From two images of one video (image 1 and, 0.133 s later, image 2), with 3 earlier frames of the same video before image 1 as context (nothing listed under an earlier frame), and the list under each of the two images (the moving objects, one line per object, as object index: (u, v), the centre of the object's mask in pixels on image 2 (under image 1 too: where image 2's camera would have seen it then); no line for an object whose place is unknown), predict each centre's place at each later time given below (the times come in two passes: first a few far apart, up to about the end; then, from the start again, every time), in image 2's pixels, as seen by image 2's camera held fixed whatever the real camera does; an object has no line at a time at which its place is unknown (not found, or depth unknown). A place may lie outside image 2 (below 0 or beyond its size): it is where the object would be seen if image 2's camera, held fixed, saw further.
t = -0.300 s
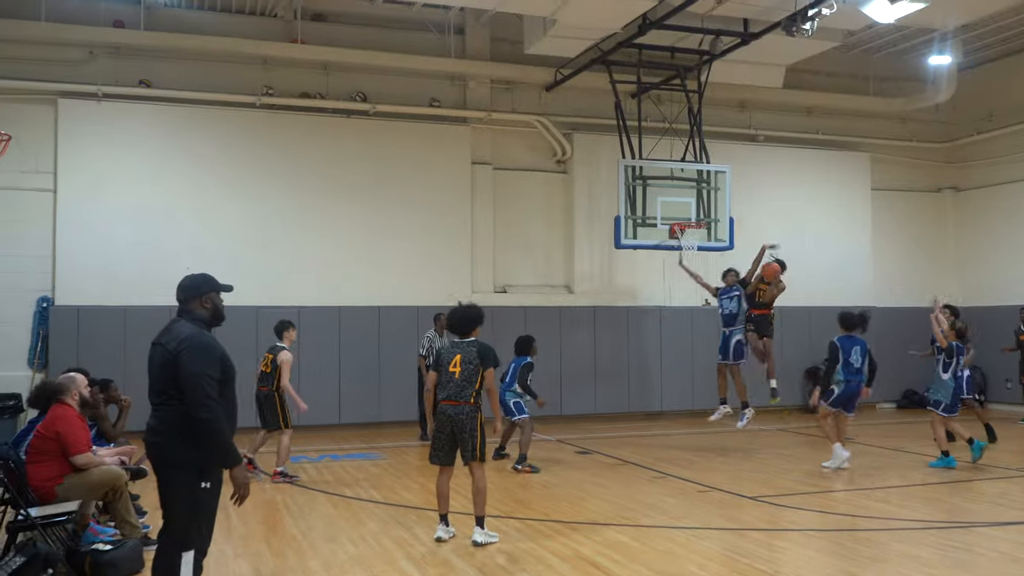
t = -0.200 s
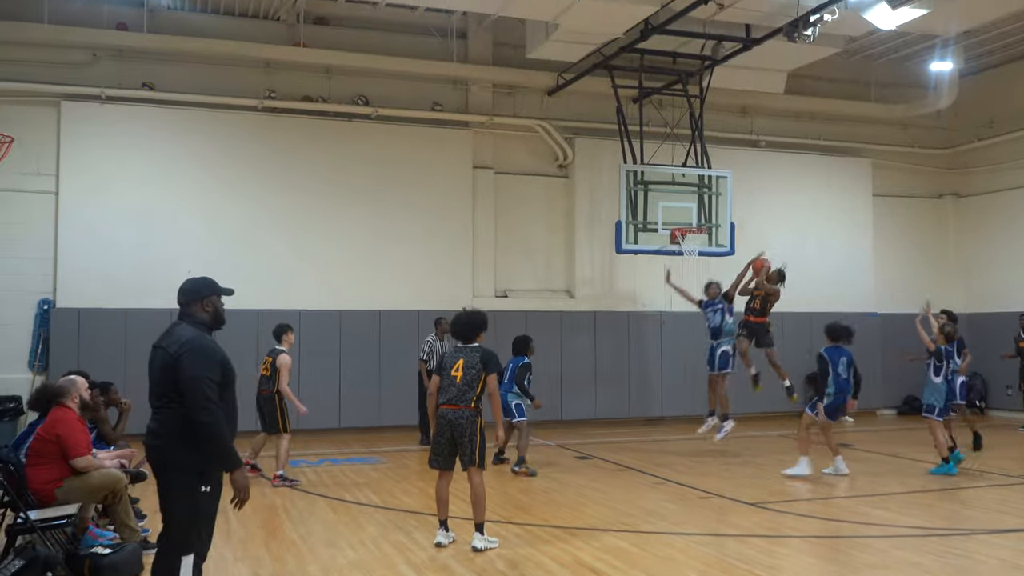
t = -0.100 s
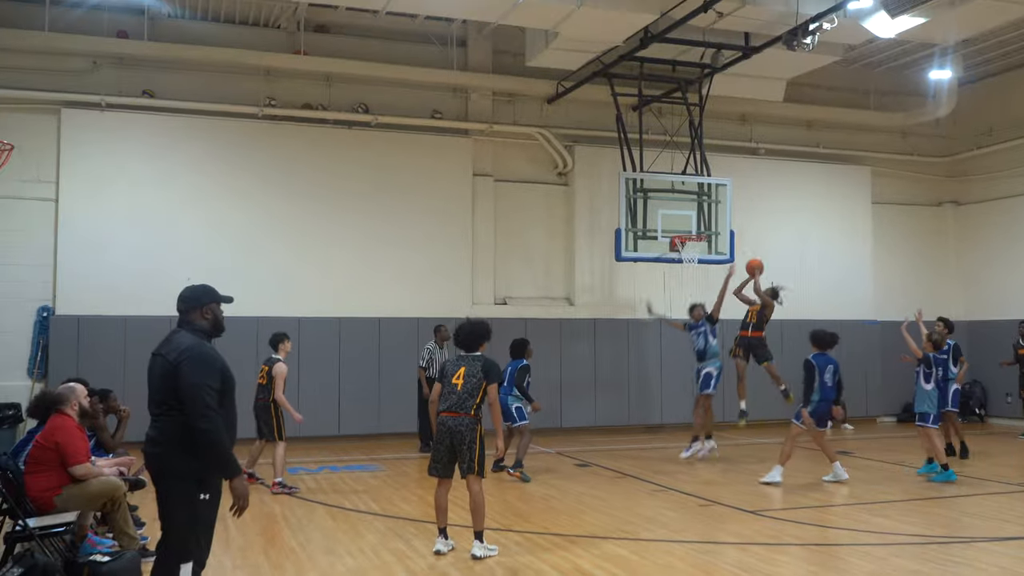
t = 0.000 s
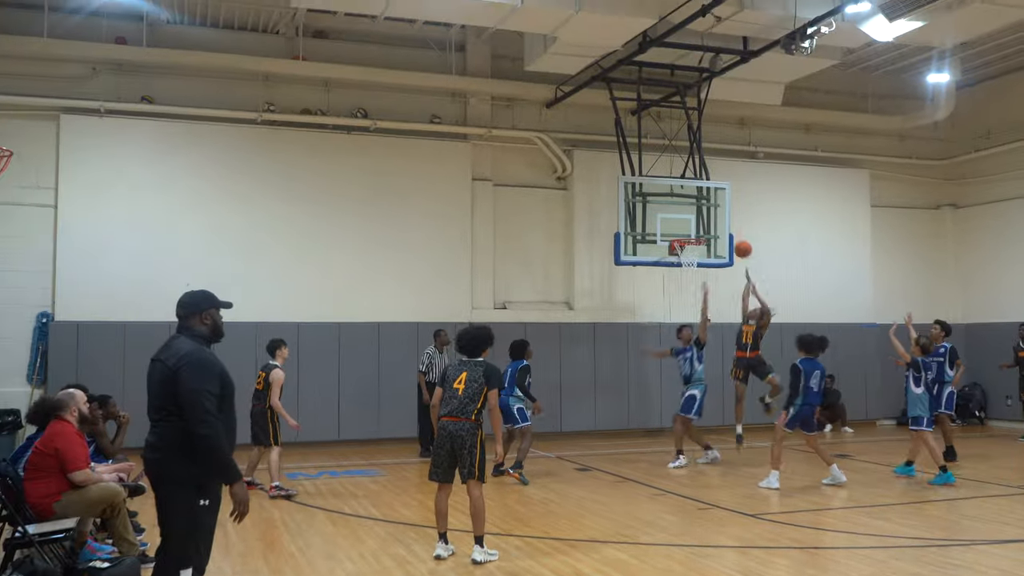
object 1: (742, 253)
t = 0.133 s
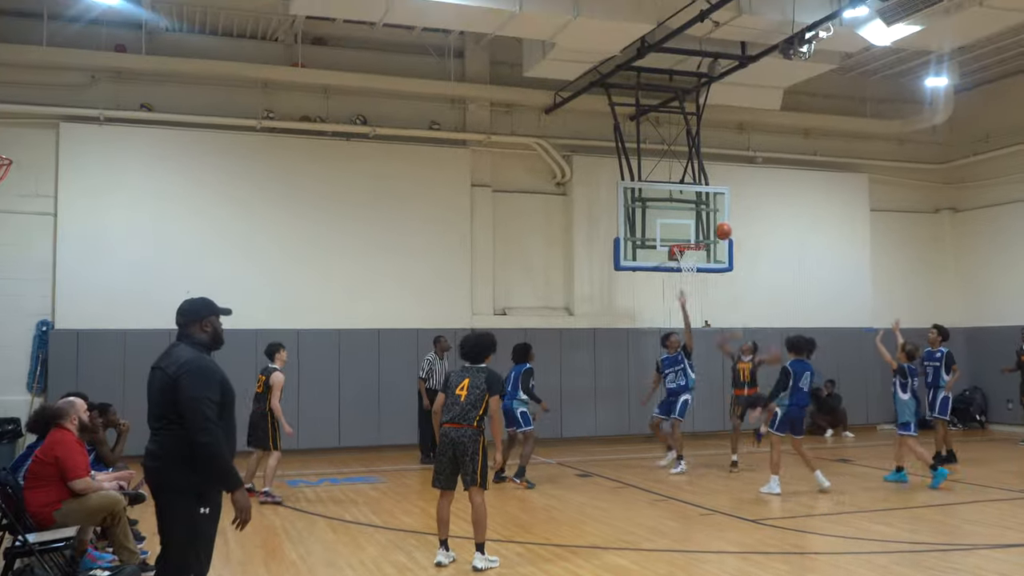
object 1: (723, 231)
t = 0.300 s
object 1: (700, 221)
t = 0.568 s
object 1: (690, 236)
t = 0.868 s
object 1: (682, 279)
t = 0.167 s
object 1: (718, 227)
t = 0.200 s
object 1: (714, 225)
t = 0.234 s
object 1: (709, 223)
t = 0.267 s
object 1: (704, 222)
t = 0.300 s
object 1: (700, 221)
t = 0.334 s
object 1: (696, 222)
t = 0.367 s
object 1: (691, 223)
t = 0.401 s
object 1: (687, 225)
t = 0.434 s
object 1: (684, 227)
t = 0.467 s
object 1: (685, 228)
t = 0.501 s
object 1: (687, 231)
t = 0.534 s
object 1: (688, 233)
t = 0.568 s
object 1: (690, 236)
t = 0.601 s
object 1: (693, 241)
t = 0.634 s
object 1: (694, 245)
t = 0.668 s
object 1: (691, 251)
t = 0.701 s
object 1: (690, 254)
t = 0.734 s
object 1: (688, 261)
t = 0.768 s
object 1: (686, 264)
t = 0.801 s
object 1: (685, 269)
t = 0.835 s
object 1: (684, 274)
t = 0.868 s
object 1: (682, 279)
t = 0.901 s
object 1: (681, 285)
